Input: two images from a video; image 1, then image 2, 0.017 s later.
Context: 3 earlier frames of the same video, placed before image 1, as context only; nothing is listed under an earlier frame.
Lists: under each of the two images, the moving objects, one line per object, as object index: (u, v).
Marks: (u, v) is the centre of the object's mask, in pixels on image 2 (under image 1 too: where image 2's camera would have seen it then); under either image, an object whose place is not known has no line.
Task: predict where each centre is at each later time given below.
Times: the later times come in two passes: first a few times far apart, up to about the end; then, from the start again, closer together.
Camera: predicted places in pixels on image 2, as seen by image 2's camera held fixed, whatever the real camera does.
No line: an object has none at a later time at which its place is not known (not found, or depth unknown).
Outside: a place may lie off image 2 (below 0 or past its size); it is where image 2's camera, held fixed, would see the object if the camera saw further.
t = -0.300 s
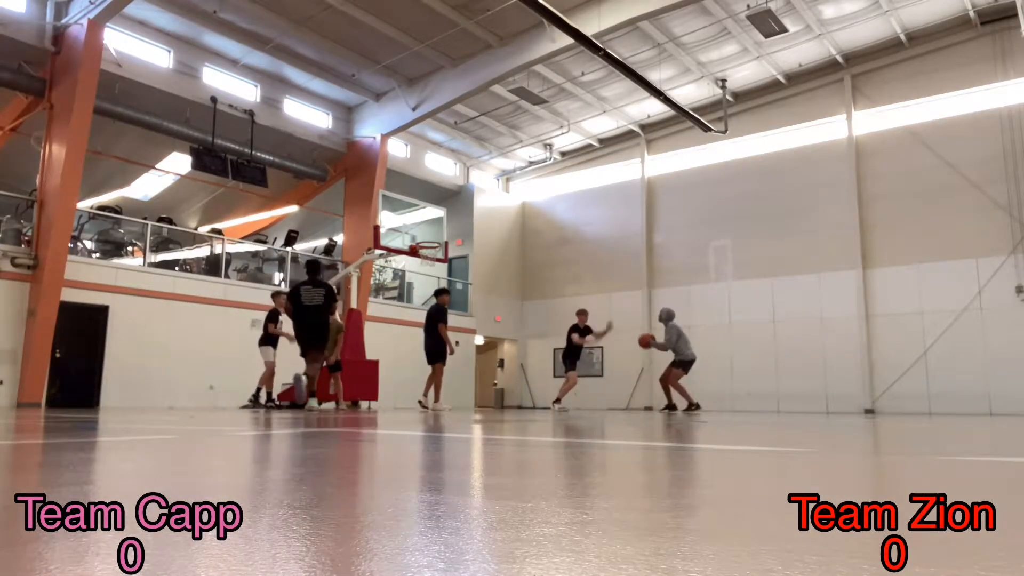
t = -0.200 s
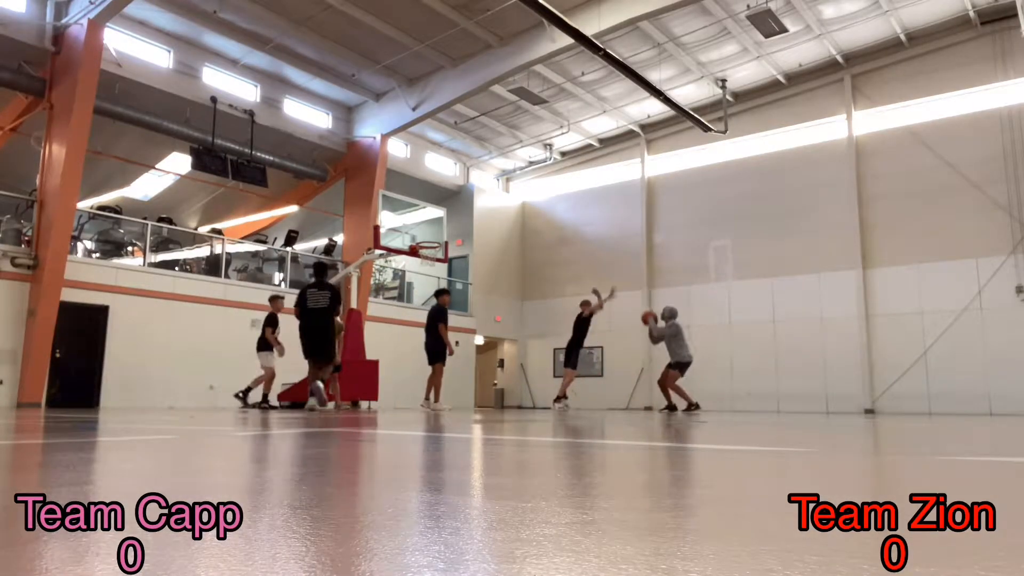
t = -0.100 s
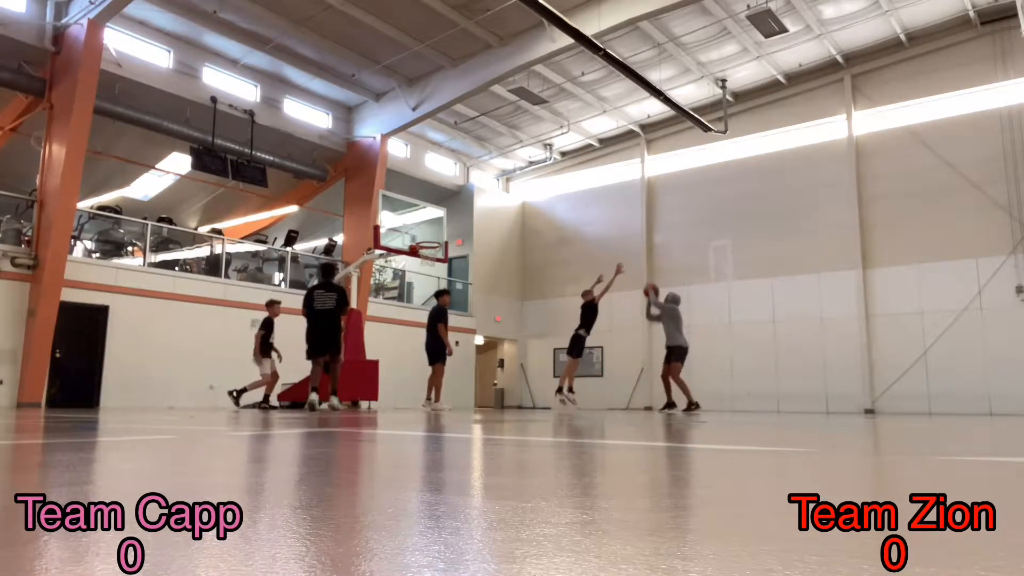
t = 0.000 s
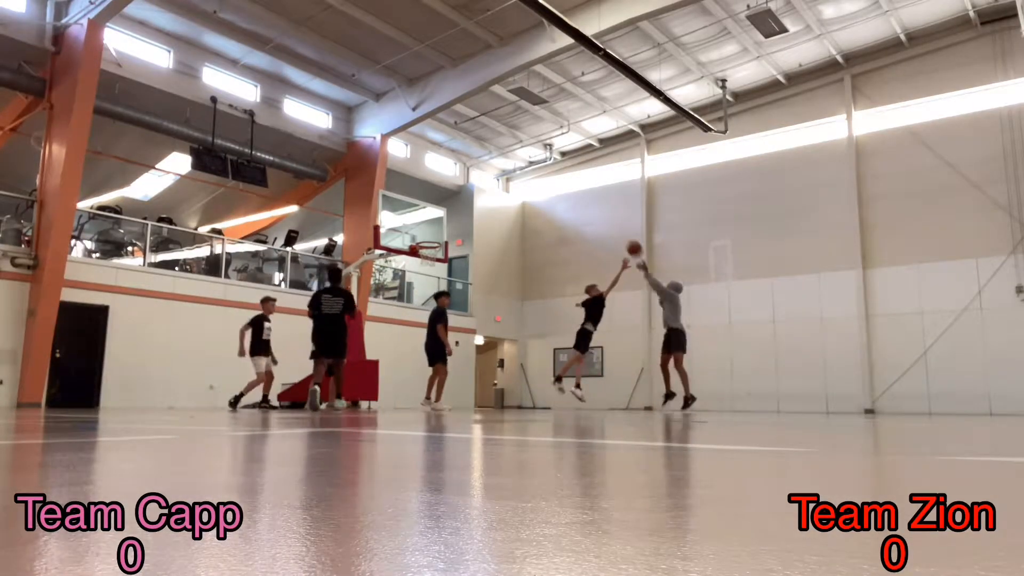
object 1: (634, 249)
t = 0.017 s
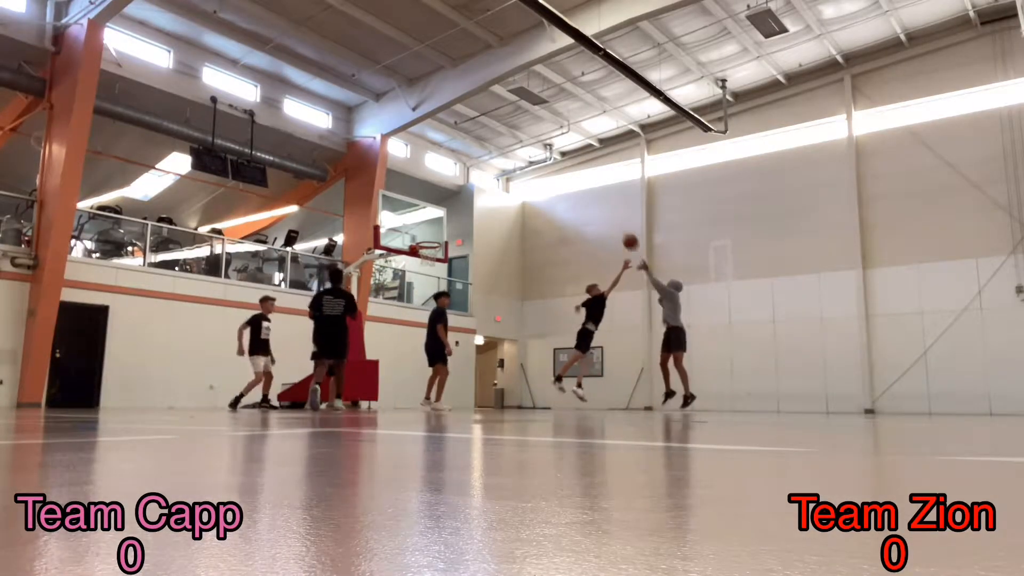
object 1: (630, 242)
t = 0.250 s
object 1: (579, 170)
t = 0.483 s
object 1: (535, 138)
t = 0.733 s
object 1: (492, 138)
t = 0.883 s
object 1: (467, 153)
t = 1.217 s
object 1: (417, 223)
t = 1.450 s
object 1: (435, 253)
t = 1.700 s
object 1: (435, 258)
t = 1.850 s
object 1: (431, 273)
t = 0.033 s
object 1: (626, 235)
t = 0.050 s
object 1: (622, 229)
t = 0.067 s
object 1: (618, 223)
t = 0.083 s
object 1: (615, 217)
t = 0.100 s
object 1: (611, 212)
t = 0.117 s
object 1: (607, 206)
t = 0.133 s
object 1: (603, 201)
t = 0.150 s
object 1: (600, 196)
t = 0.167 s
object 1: (596, 192)
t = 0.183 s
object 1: (593, 188)
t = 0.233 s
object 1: (582, 173)
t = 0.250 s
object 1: (579, 170)
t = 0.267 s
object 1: (575, 167)
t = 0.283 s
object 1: (572, 164)
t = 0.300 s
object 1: (569, 161)
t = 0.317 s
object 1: (565, 158)
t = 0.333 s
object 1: (563, 155)
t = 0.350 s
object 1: (560, 153)
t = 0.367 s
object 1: (556, 150)
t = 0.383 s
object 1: (553, 148)
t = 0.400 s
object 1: (549, 146)
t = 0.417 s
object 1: (547, 144)
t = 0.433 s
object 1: (544, 143)
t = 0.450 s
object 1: (541, 141)
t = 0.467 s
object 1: (538, 139)
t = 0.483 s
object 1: (535, 138)
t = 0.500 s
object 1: (532, 137)
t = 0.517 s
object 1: (528, 136)
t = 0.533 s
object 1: (525, 135)
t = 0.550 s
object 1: (523, 135)
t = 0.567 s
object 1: (520, 134)
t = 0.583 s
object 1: (517, 135)
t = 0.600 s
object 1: (514, 134)
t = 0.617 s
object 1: (511, 134)
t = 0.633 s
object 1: (508, 134)
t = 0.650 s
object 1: (505, 135)
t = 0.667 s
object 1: (503, 135)
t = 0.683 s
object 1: (500, 136)
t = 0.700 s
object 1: (497, 136)
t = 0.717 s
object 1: (494, 137)
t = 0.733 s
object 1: (492, 138)
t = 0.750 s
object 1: (489, 139)
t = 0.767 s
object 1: (486, 141)
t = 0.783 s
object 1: (484, 142)
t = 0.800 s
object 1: (481, 144)
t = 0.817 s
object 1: (478, 145)
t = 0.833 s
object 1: (475, 147)
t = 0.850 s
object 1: (473, 149)
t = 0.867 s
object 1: (470, 151)
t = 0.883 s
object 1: (467, 153)
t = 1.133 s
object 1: (429, 201)
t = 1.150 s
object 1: (427, 204)
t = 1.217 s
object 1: (417, 223)
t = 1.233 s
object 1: (415, 227)
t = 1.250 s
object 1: (415, 230)
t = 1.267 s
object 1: (417, 233)
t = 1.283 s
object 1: (418, 236)
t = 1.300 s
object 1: (420, 238)
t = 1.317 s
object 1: (422, 242)
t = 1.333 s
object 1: (424, 245)
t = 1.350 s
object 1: (426, 247)
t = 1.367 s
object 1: (428, 251)
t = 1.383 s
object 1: (430, 254)
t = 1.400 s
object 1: (431, 254)
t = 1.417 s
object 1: (433, 253)
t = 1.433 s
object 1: (434, 253)
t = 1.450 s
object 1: (435, 253)
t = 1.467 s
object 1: (436, 253)
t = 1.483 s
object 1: (436, 253)
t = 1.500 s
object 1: (436, 253)
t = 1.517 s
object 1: (437, 253)
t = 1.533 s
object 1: (437, 253)
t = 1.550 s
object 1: (437, 253)
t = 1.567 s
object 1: (437, 253)
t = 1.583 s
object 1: (437, 253)
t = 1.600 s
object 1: (437, 253)
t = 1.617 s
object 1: (437, 253)
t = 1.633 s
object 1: (437, 254)
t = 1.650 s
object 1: (436, 254)
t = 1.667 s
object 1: (437, 256)
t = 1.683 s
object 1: (436, 257)
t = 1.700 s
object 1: (435, 258)
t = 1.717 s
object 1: (435, 259)
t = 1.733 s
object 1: (435, 260)
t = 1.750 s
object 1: (434, 261)
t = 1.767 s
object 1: (433, 264)
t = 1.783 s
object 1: (433, 265)
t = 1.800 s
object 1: (433, 266)
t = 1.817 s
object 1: (432, 268)
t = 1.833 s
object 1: (431, 270)
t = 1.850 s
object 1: (431, 273)
